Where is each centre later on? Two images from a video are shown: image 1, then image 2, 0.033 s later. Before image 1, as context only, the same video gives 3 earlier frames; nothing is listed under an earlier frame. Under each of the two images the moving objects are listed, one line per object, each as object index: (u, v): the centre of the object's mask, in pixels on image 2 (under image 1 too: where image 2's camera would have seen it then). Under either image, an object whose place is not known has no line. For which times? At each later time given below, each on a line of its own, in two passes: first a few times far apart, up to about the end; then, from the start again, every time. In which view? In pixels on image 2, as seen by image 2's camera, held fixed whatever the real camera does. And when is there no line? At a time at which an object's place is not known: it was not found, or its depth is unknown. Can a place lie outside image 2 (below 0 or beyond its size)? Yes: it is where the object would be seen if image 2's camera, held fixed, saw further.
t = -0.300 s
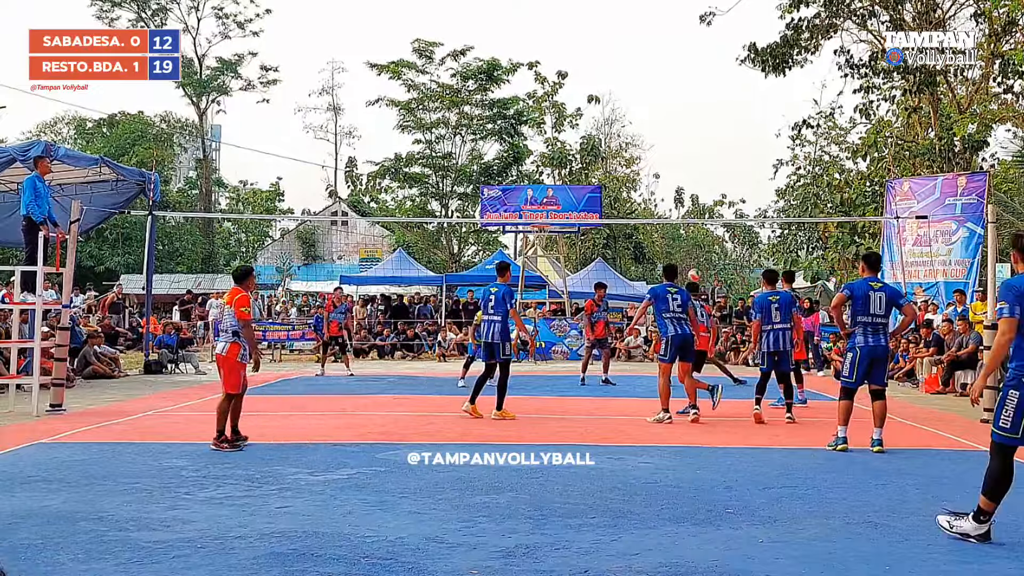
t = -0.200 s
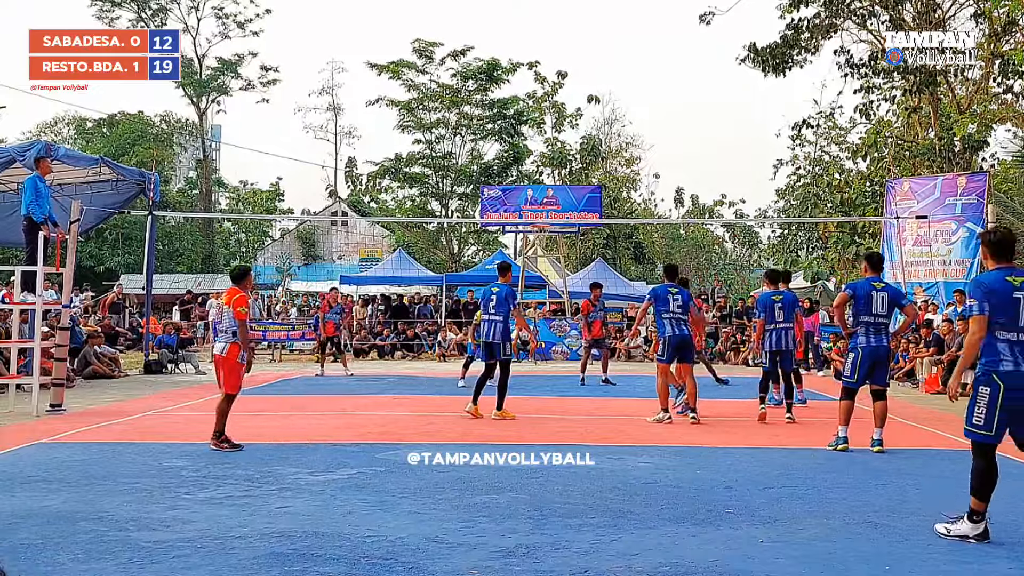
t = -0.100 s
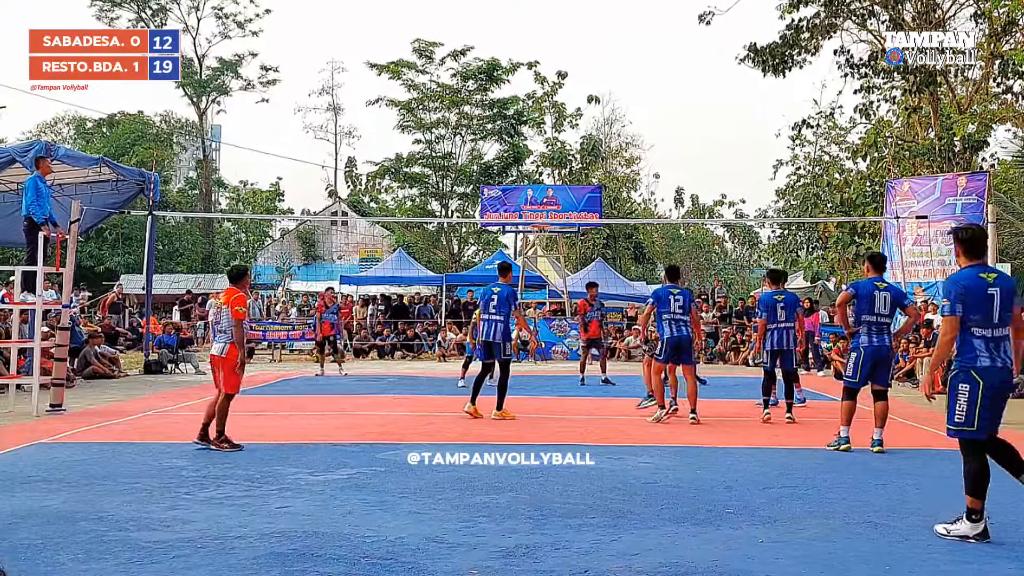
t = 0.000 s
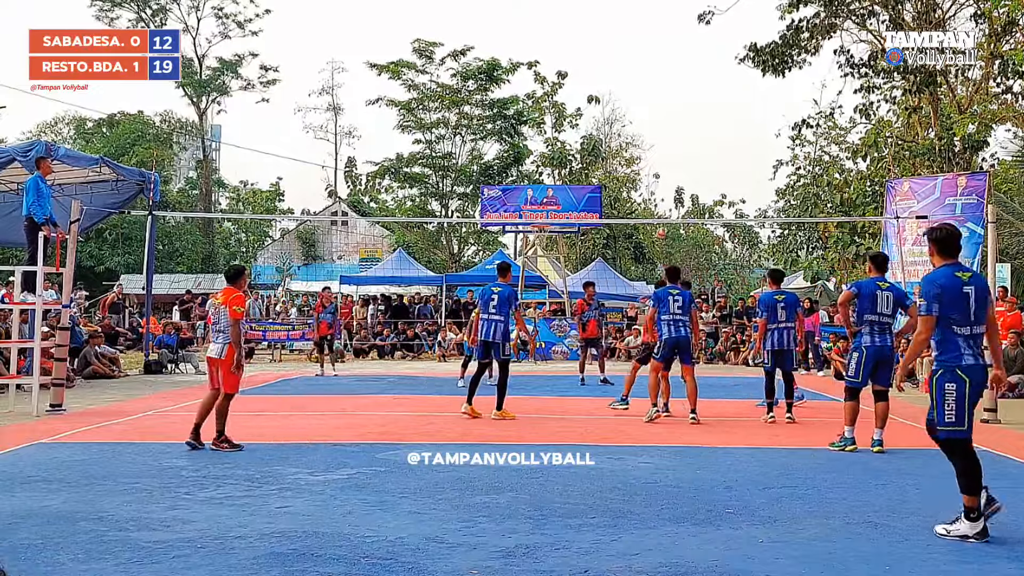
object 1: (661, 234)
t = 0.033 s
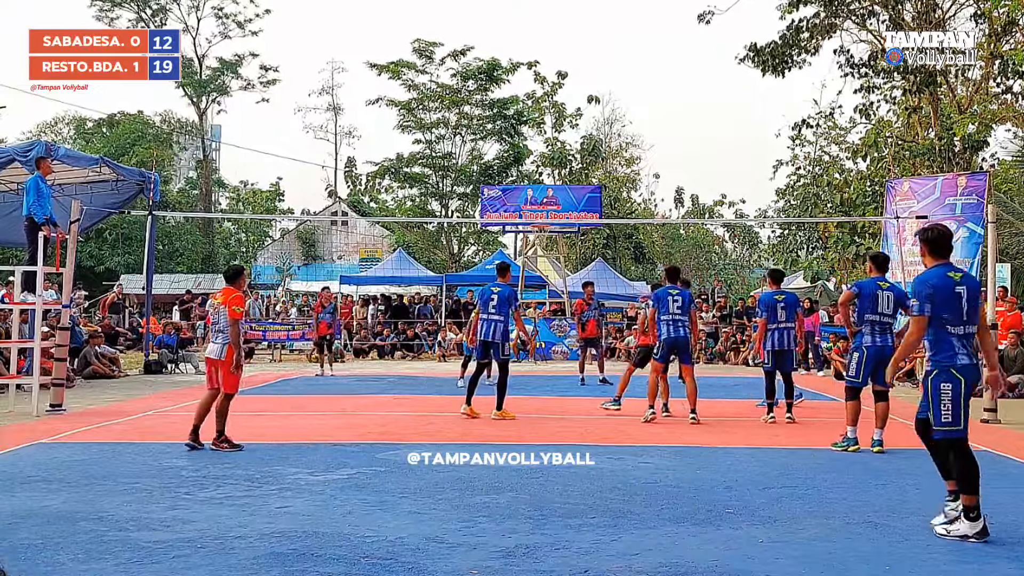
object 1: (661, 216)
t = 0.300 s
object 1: (649, 136)
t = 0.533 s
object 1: (638, 95)
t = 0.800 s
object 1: (624, 90)
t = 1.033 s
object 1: (612, 127)
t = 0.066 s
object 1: (660, 208)
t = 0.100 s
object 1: (658, 196)
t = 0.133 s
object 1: (656, 184)
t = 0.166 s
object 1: (655, 174)
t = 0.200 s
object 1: (654, 164)
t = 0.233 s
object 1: (652, 154)
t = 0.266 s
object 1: (651, 145)
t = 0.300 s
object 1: (649, 136)
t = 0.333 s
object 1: (647, 128)
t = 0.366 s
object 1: (646, 122)
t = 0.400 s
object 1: (644, 115)
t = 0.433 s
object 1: (643, 109)
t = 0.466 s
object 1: (641, 104)
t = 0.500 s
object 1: (640, 99)
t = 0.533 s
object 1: (638, 95)
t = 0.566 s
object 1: (637, 92)
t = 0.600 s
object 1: (635, 90)
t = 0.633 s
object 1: (633, 88)
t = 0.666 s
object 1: (631, 87)
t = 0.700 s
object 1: (630, 86)
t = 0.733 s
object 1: (628, 87)
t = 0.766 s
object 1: (626, 88)
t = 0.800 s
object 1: (624, 90)
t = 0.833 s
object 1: (623, 93)
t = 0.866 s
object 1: (621, 96)
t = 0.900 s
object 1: (619, 101)
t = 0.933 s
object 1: (617, 106)
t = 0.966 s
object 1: (615, 112)
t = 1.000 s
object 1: (614, 119)
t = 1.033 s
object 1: (612, 127)
